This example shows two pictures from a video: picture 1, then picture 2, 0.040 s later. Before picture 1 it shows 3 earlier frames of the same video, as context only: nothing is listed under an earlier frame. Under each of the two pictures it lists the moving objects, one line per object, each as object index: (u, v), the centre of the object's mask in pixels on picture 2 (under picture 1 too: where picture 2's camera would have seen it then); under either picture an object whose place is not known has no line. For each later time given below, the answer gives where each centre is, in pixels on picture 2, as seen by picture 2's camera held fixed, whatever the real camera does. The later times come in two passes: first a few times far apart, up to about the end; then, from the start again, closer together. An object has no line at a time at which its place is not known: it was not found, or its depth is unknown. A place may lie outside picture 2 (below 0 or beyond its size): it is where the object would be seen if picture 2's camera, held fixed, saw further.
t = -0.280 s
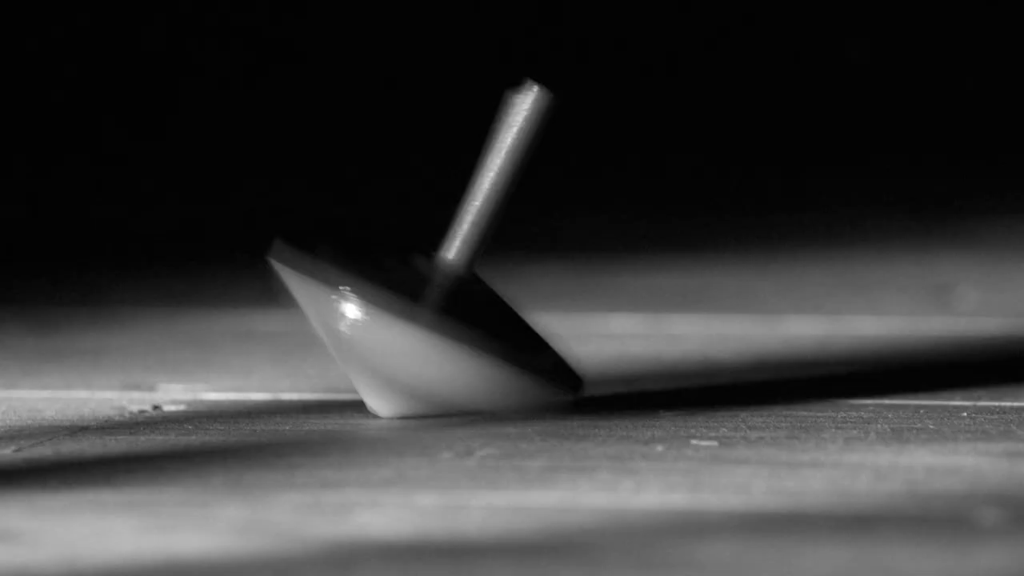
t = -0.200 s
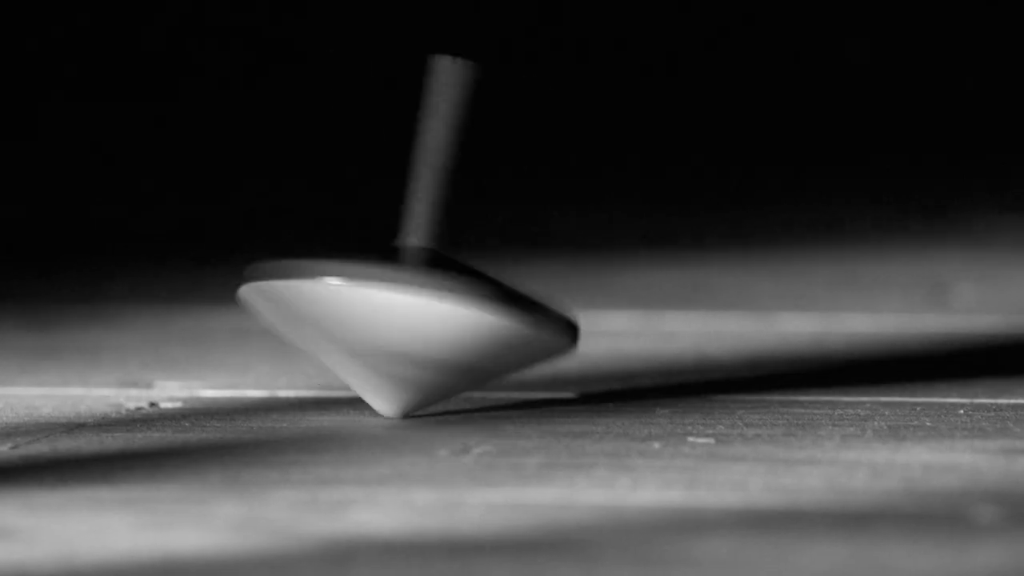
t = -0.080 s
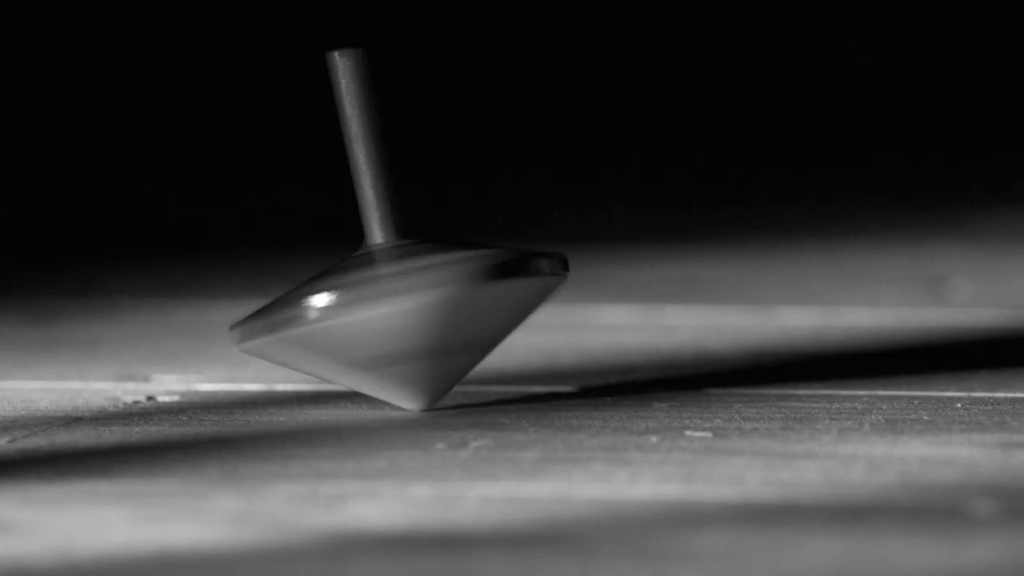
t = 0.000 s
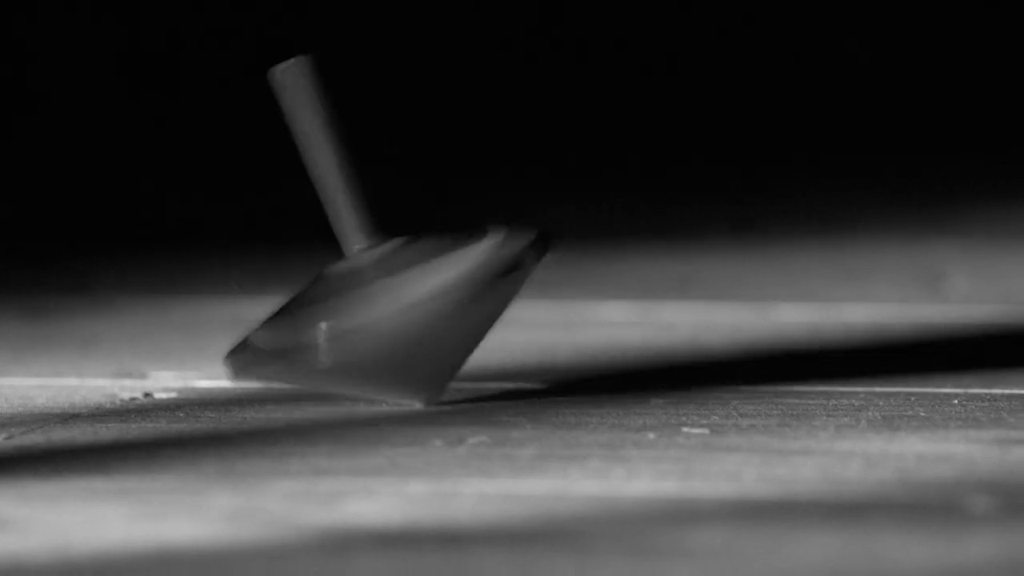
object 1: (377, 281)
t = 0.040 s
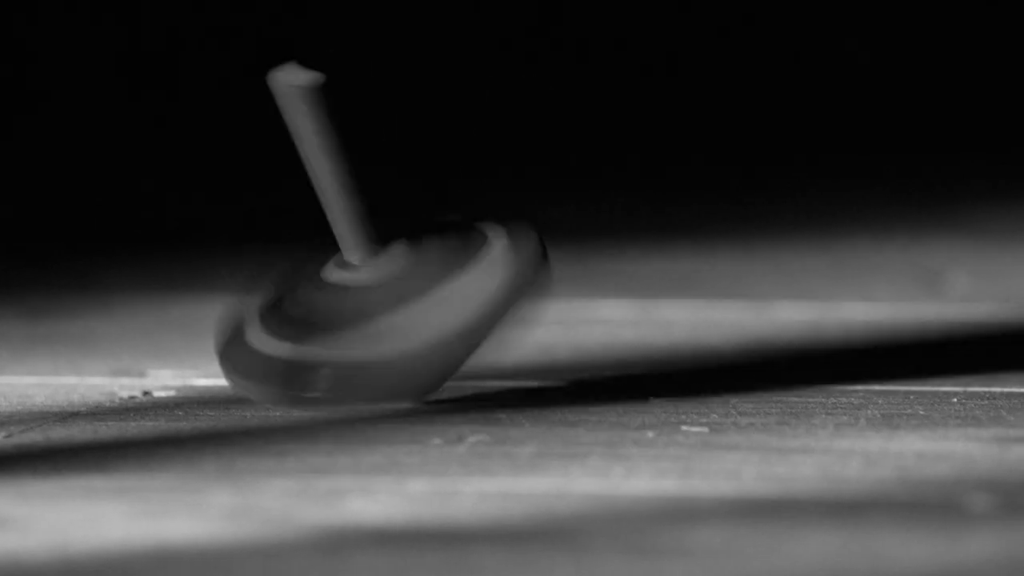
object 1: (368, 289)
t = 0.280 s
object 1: (371, 282)
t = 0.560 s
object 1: (369, 275)
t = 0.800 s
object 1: (389, 275)
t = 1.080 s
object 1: (382, 286)
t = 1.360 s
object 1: (353, 290)
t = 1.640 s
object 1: (380, 290)
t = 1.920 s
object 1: (376, 292)
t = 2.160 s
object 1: (373, 293)
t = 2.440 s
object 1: (373, 299)
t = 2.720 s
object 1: (434, 314)
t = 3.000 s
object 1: (305, 294)
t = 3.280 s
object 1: (415, 309)
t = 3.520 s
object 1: (293, 313)
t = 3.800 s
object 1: (415, 301)
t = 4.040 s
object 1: (398, 314)
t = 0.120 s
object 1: (398, 283)
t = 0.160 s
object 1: (392, 287)
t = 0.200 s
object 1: (379, 277)
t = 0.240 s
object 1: (370, 277)
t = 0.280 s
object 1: (371, 282)
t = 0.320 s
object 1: (379, 281)
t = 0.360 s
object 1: (380, 276)
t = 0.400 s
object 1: (358, 272)
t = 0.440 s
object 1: (343, 280)
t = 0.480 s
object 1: (339, 288)
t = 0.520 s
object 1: (352, 274)
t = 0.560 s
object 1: (369, 275)
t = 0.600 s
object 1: (375, 278)
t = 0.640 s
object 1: (374, 284)
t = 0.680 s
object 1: (393, 272)
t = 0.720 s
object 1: (403, 280)
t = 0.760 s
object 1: (404, 281)
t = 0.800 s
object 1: (389, 275)
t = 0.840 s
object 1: (384, 278)
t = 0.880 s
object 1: (381, 281)
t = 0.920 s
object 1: (372, 284)
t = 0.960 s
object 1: (368, 295)
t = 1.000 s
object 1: (367, 287)
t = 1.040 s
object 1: (375, 279)
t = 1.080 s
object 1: (382, 286)
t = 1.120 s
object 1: (385, 285)
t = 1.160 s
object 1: (382, 288)
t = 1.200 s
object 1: (387, 289)
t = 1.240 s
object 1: (389, 285)
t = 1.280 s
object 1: (380, 279)
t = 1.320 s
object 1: (362, 282)
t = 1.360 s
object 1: (353, 290)
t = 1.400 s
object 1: (363, 292)
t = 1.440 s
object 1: (367, 284)
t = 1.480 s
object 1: (369, 287)
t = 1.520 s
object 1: (378, 284)
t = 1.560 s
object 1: (392, 282)
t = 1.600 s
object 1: (387, 289)
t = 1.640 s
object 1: (380, 290)
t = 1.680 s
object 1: (382, 290)
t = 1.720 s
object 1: (386, 289)
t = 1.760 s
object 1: (382, 284)
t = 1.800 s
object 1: (375, 282)
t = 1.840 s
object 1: (374, 286)
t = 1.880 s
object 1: (386, 293)
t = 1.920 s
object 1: (376, 292)
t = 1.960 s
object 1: (369, 296)
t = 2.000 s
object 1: (371, 291)
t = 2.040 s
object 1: (372, 290)
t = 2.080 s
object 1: (370, 290)
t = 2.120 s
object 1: (374, 292)
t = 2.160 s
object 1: (373, 293)
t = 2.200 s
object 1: (369, 297)
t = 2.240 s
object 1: (363, 295)
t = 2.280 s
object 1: (360, 296)
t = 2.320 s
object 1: (362, 297)
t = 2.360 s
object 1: (365, 297)
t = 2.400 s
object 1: (368, 299)
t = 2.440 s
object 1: (373, 299)
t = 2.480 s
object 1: (379, 299)
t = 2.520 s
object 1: (387, 300)
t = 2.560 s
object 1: (398, 303)
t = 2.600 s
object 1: (412, 304)
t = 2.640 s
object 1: (426, 304)
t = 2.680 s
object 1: (435, 307)
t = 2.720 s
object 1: (434, 314)
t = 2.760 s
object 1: (425, 308)
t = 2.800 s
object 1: (398, 302)
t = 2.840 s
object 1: (347, 300)
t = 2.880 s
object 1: (302, 300)
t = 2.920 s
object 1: (292, 314)
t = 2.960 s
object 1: (293, 309)
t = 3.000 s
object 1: (305, 294)
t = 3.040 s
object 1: (341, 288)
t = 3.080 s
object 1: (379, 290)
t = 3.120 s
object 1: (407, 295)
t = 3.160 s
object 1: (425, 300)
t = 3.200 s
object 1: (434, 311)
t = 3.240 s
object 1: (427, 314)
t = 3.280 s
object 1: (415, 309)
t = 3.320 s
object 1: (389, 310)
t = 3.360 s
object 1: (353, 308)
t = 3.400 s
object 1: (321, 308)
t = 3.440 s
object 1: (296, 309)
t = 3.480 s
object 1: (292, 317)
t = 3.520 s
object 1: (293, 313)
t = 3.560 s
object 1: (299, 306)
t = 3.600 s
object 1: (312, 299)
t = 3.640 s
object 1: (334, 296)
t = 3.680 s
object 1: (358, 294)
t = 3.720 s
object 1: (381, 296)
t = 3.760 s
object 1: (401, 299)
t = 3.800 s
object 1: (415, 301)
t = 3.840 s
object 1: (427, 305)
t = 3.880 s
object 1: (435, 310)
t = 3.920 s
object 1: (433, 315)
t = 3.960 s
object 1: (427, 315)
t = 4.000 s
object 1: (415, 313)
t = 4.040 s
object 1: (398, 314)
